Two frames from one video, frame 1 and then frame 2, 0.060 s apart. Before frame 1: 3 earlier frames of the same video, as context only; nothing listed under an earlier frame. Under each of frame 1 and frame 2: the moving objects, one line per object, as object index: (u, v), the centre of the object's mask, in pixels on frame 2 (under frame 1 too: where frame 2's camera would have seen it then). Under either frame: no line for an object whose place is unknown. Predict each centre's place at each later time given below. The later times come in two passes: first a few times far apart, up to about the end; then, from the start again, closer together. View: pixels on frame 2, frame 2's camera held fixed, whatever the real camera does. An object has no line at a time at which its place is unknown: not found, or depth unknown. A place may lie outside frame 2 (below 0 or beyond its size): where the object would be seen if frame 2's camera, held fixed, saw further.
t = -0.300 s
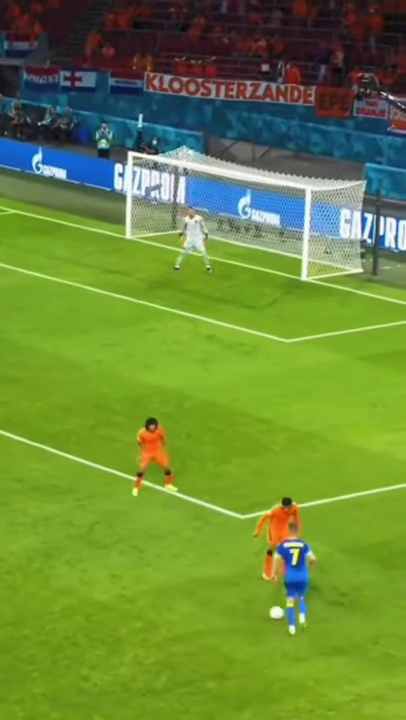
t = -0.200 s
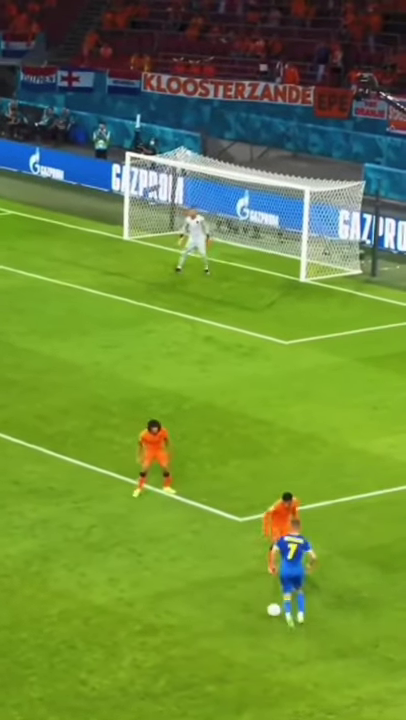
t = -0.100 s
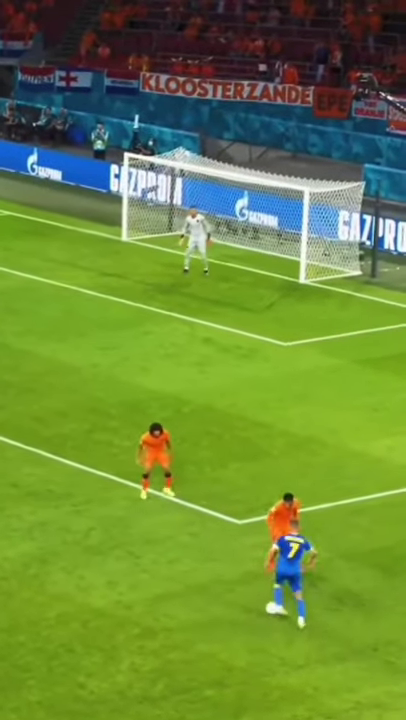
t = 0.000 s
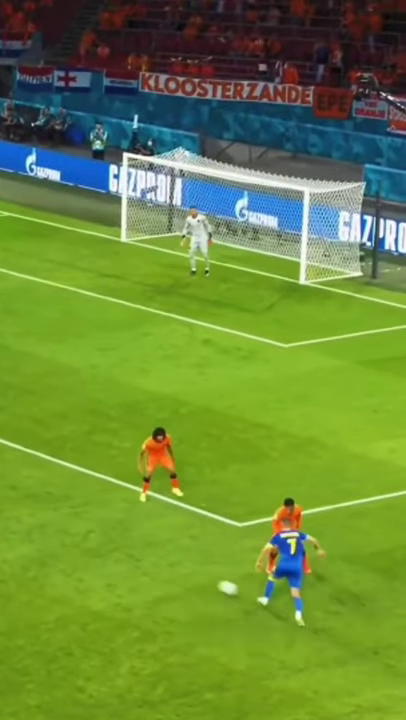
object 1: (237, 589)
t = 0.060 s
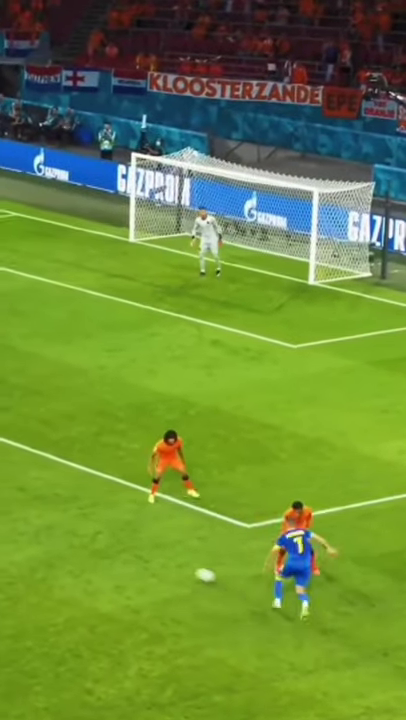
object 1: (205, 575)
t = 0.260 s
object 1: (114, 533)
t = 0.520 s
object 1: (20, 492)
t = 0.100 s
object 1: (185, 566)
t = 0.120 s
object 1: (176, 562)
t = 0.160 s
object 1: (157, 553)
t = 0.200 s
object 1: (140, 544)
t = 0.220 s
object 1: (131, 540)
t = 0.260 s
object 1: (114, 533)
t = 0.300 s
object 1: (98, 526)
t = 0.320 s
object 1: (90, 523)
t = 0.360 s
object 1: (75, 516)
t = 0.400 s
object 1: (61, 509)
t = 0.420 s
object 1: (54, 506)
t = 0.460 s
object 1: (40, 500)
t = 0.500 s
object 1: (26, 495)
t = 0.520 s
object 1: (20, 492)
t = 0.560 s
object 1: (8, 487)
